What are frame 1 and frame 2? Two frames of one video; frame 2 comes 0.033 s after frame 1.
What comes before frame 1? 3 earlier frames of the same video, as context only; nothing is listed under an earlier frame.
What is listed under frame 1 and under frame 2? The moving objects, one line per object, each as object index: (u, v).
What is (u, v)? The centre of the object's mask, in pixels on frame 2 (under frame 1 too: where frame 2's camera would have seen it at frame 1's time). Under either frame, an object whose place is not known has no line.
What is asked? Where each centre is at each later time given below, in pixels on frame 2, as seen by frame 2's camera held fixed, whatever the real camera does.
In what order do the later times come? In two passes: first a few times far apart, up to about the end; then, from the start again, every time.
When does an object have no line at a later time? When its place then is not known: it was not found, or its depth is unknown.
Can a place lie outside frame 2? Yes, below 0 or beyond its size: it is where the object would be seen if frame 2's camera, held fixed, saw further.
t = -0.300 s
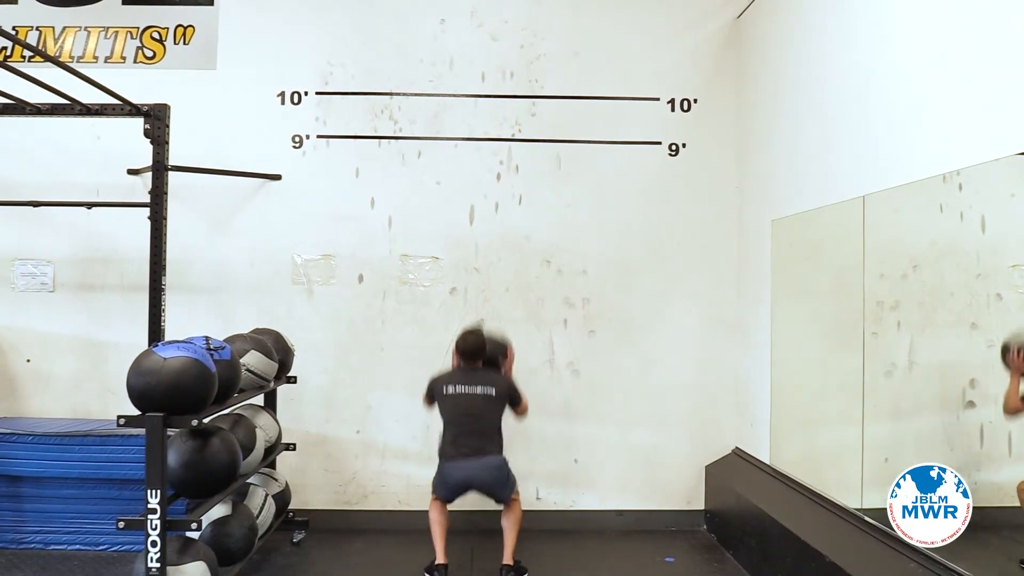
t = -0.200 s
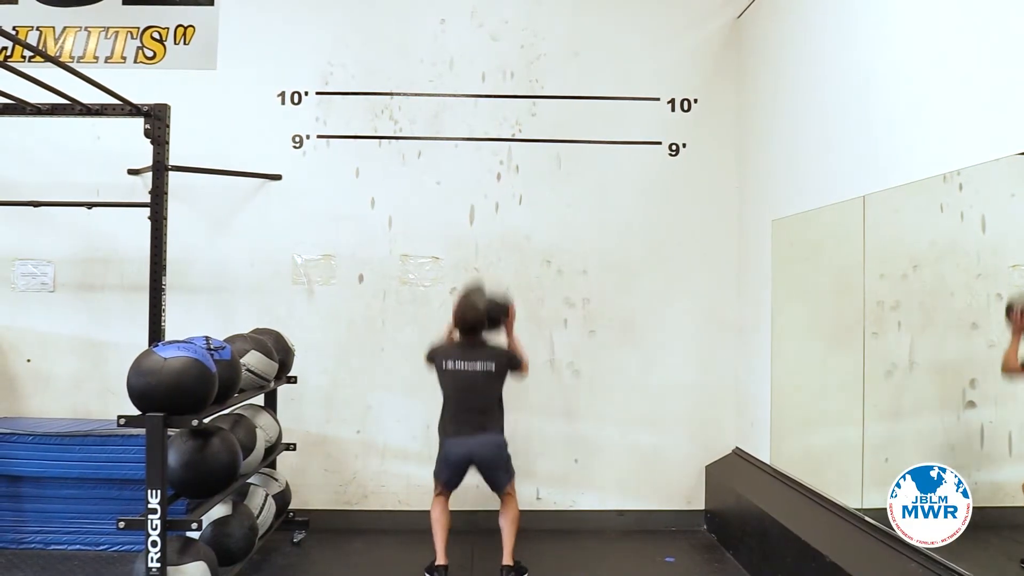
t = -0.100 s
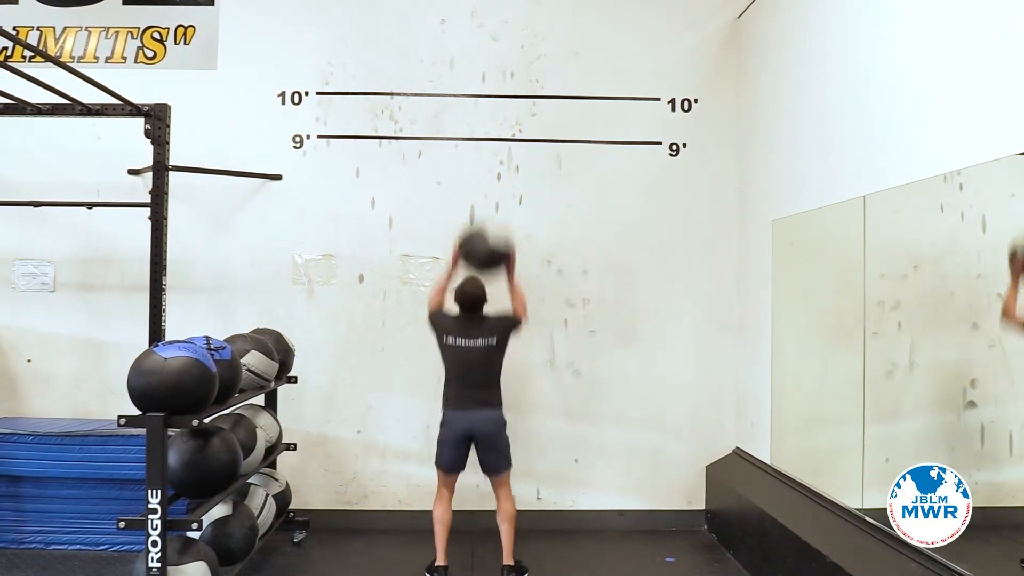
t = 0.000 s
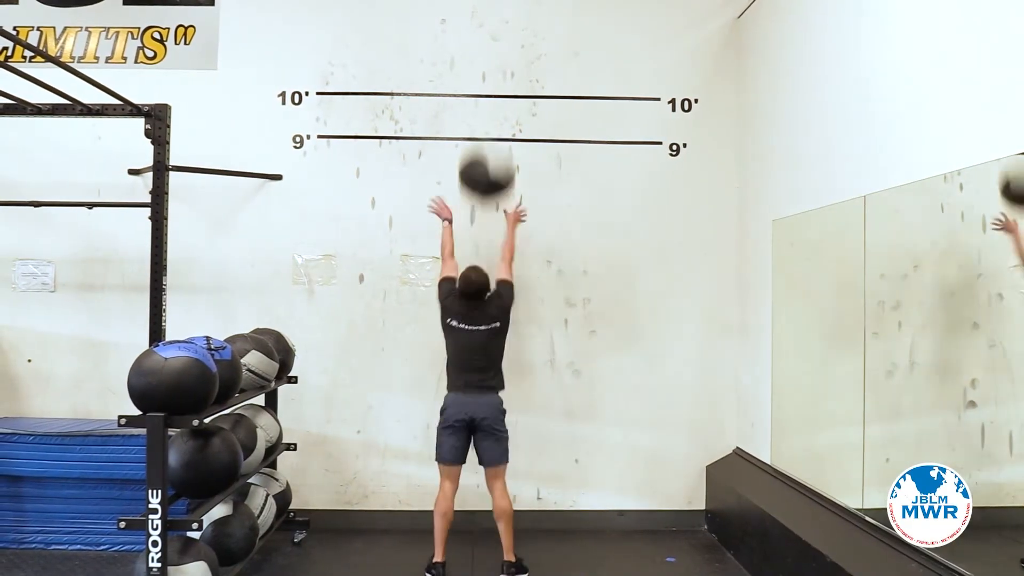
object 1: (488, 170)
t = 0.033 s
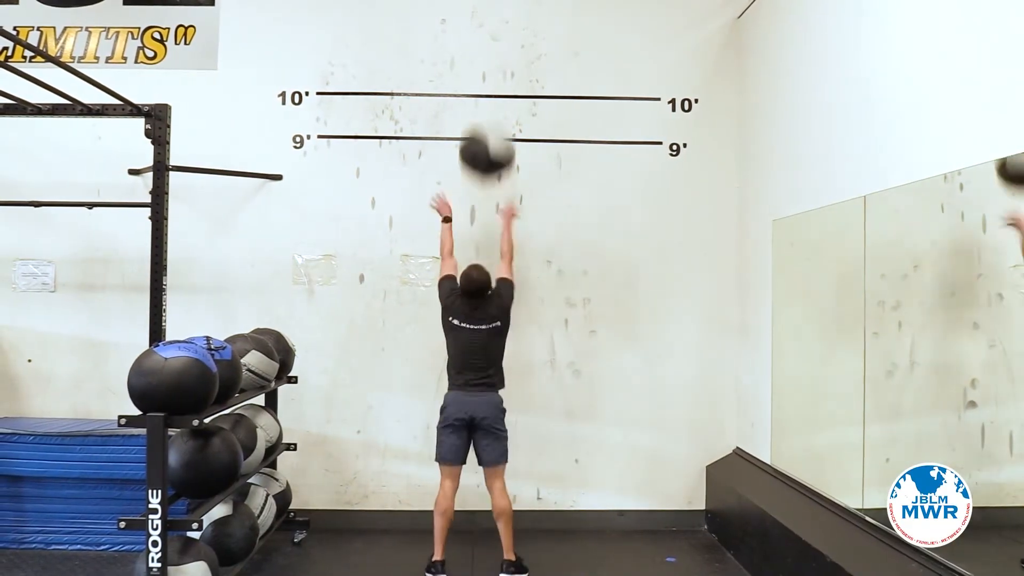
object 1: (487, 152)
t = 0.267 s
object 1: (489, 51)
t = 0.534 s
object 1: (489, 35)
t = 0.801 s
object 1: (488, 116)
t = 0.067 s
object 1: (488, 129)
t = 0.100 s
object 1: (488, 114)
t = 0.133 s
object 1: (488, 96)
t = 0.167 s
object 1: (488, 82)
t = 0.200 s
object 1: (489, 69)
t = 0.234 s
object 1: (489, 60)
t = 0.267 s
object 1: (489, 51)
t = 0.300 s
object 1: (489, 44)
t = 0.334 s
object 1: (489, 39)
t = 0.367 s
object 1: (490, 35)
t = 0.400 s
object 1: (490, 33)
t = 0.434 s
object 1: (490, 32)
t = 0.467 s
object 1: (489, 31)
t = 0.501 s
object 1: (489, 32)
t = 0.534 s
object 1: (489, 35)
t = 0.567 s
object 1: (489, 39)
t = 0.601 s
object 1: (489, 45)
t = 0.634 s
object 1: (489, 53)
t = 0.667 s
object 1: (489, 61)
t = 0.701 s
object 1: (489, 72)
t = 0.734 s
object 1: (489, 84)
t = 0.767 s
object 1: (489, 98)
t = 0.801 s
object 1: (488, 116)
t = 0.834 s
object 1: (488, 131)
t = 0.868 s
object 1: (487, 151)
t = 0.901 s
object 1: (488, 172)
